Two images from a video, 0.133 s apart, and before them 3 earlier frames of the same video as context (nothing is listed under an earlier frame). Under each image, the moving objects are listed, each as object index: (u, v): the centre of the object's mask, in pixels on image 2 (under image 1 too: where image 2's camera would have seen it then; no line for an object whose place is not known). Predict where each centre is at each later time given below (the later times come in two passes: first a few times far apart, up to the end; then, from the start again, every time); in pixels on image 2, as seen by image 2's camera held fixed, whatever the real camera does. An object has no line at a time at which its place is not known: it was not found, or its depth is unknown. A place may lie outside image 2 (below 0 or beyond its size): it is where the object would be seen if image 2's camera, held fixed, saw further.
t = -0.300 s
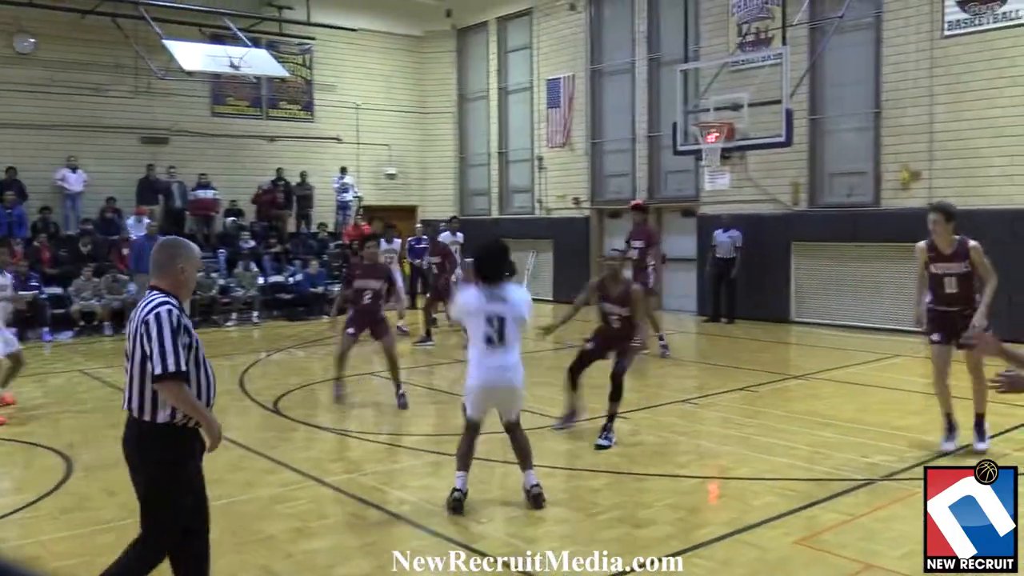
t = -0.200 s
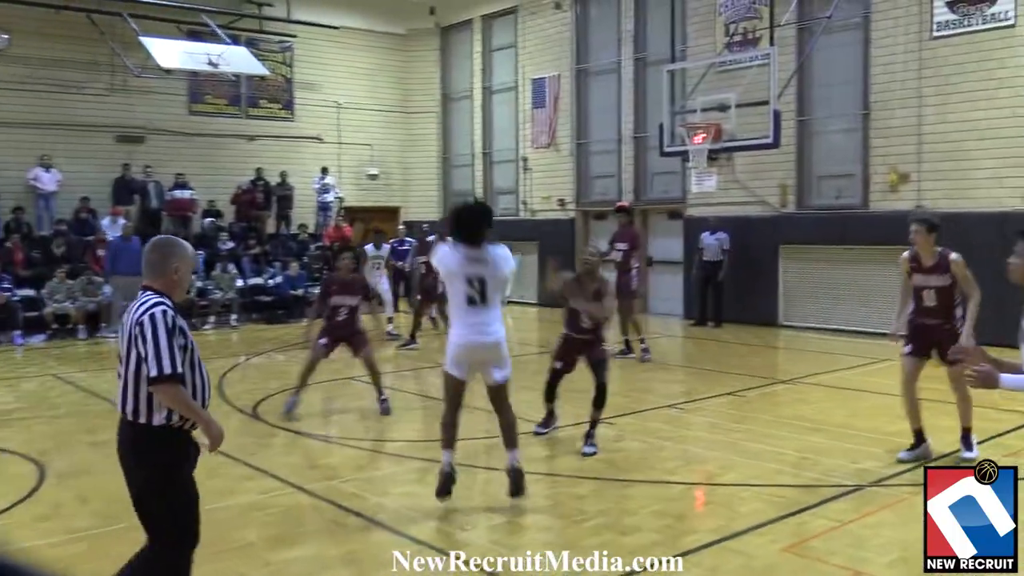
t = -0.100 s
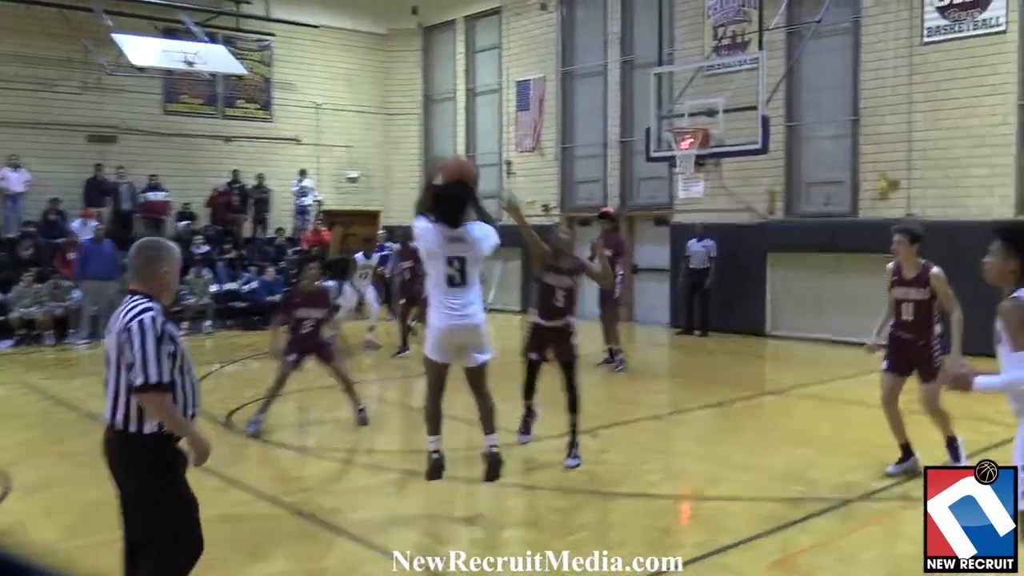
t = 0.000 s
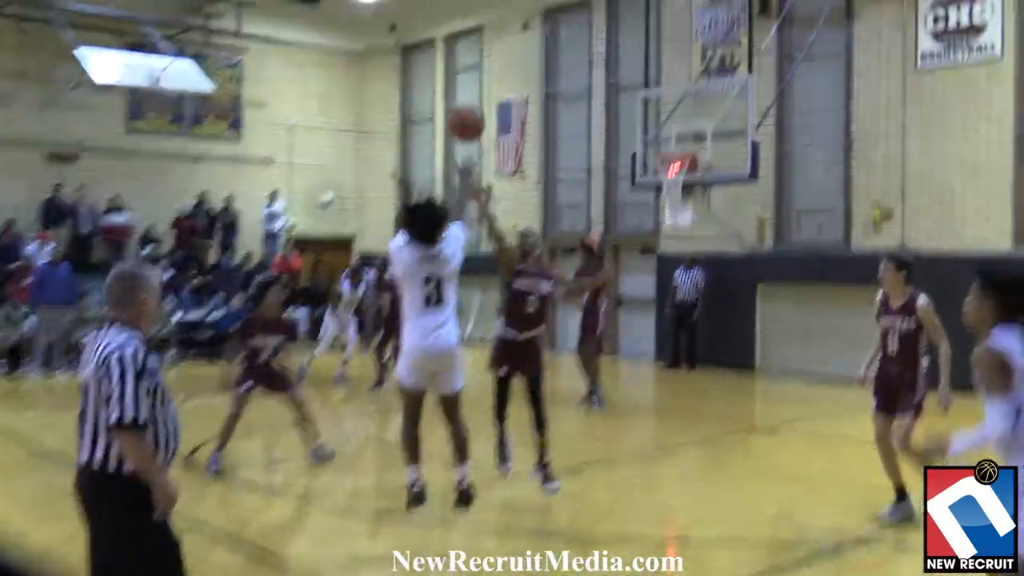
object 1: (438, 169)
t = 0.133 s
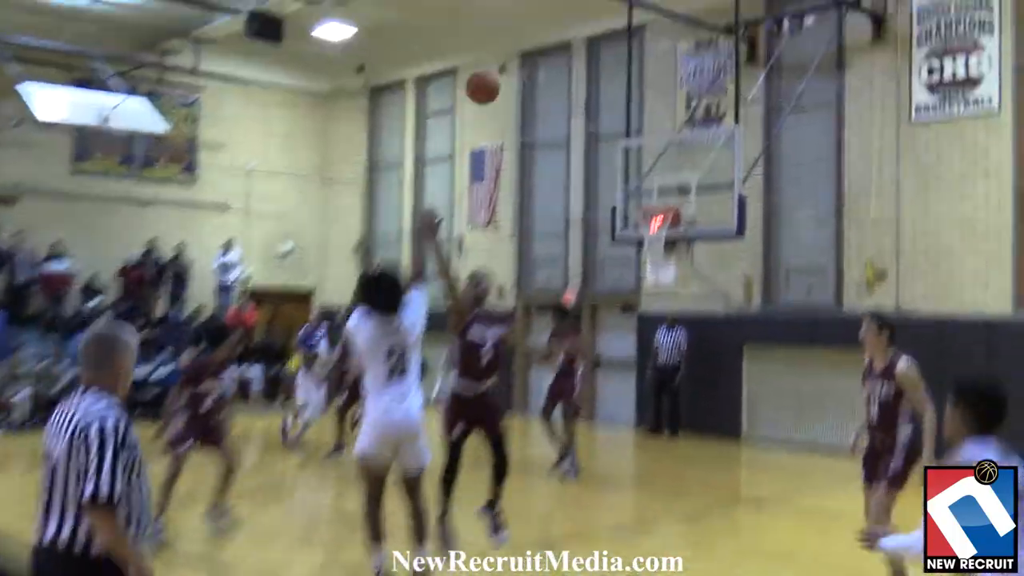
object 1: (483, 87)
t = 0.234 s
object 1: (509, 53)
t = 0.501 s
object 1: (569, 29)
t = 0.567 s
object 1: (581, 37)
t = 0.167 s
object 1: (491, 75)
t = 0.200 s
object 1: (501, 62)
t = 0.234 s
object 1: (509, 53)
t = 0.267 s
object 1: (518, 48)
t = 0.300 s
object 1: (525, 40)
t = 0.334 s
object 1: (534, 35)
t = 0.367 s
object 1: (541, 30)
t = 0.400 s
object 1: (548, 27)
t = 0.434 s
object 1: (555, 27)
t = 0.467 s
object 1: (562, 28)
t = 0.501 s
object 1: (569, 29)
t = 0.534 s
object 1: (575, 33)
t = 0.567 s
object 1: (581, 37)
